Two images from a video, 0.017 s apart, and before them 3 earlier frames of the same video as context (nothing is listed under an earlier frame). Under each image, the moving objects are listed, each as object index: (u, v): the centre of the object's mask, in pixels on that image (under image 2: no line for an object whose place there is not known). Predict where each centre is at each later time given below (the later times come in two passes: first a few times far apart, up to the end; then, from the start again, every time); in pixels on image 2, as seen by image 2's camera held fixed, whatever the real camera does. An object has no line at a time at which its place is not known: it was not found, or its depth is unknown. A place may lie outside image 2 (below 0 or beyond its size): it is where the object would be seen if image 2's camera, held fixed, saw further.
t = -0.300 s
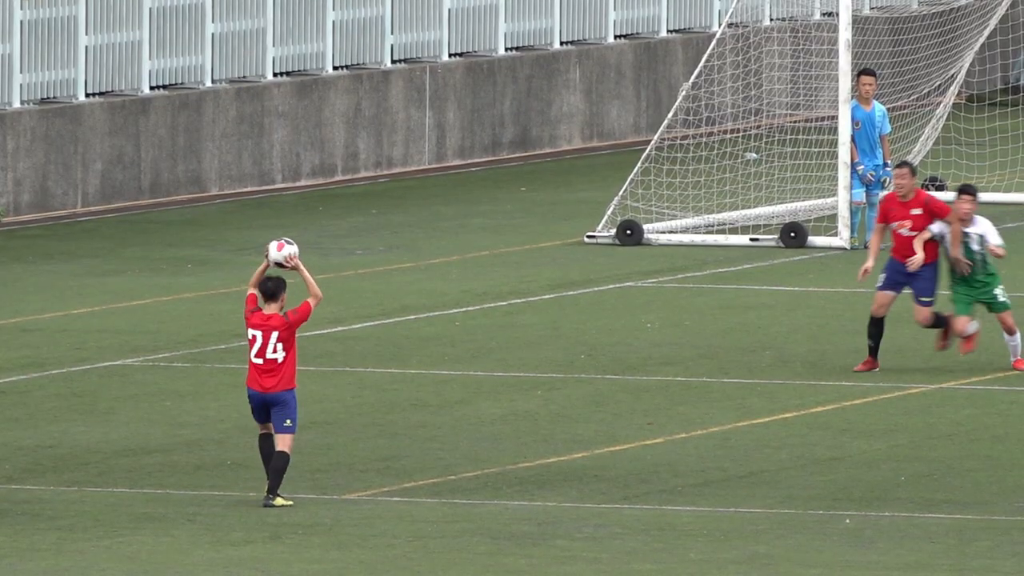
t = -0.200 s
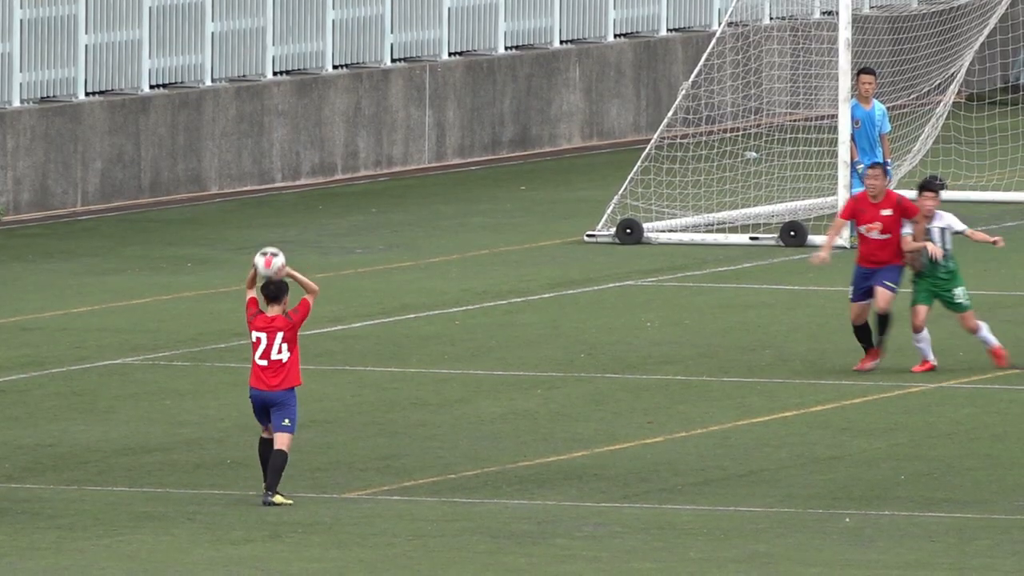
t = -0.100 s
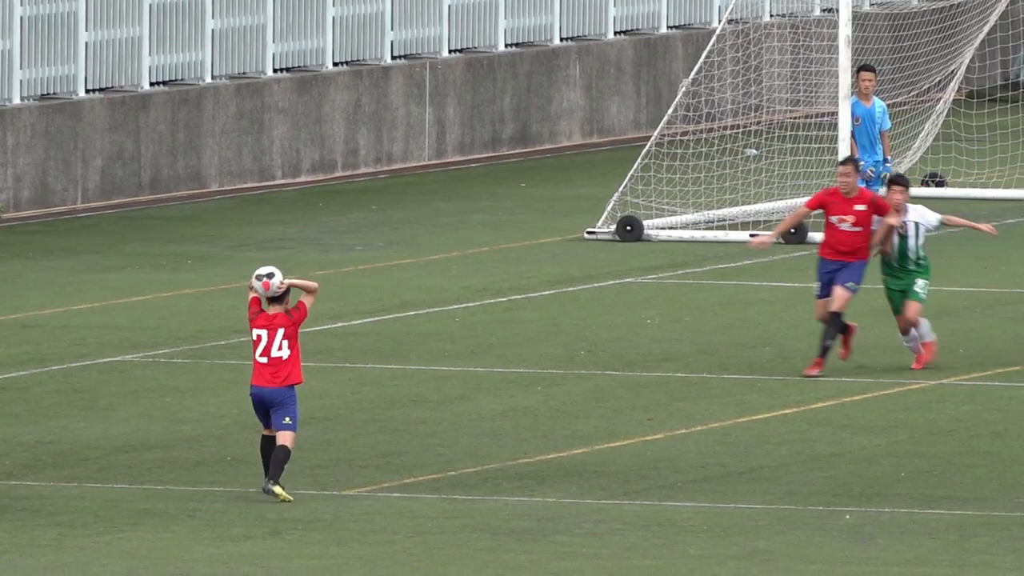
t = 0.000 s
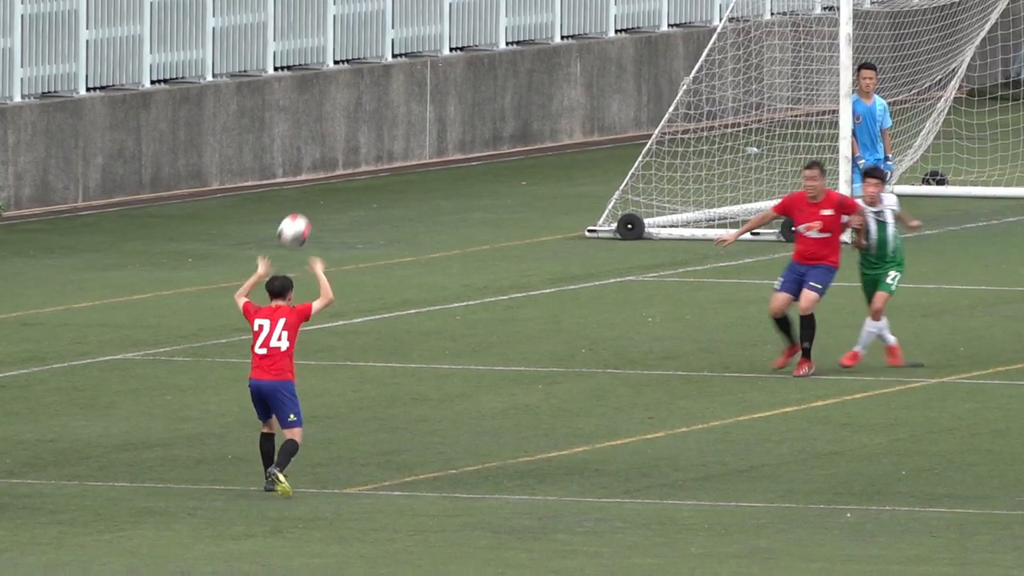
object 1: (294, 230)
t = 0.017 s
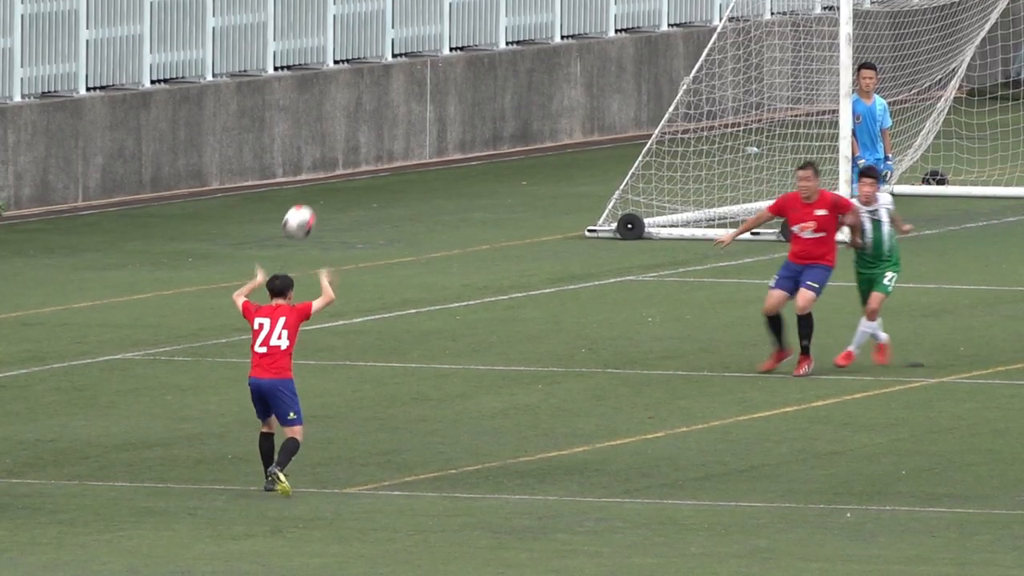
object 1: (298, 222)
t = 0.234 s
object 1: (367, 143)
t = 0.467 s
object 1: (438, 135)
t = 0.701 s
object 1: (501, 195)
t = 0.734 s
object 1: (510, 210)
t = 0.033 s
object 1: (304, 213)
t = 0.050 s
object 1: (310, 205)
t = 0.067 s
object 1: (316, 196)
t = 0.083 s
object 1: (320, 190)
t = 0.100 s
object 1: (325, 184)
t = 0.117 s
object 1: (330, 177)
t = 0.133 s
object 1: (335, 171)
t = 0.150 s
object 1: (341, 165)
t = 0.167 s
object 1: (346, 160)
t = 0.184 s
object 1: (351, 156)
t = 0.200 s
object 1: (357, 151)
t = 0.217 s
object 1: (362, 146)
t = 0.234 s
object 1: (367, 143)
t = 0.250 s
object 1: (372, 141)
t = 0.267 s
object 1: (377, 138)
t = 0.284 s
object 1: (382, 136)
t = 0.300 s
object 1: (387, 133)
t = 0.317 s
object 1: (392, 133)
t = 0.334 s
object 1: (397, 131)
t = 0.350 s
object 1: (403, 130)
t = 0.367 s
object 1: (408, 129)
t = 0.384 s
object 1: (413, 130)
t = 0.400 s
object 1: (418, 130)
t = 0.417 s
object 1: (423, 131)
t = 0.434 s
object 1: (428, 132)
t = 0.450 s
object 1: (433, 134)
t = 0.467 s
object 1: (438, 135)
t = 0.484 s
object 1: (443, 137)
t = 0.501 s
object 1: (447, 139)
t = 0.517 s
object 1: (452, 141)
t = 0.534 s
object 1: (457, 144)
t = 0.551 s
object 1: (462, 149)
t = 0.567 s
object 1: (467, 153)
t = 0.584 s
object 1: (471, 157)
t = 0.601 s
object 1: (475, 161)
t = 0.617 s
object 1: (480, 166)
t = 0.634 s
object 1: (484, 171)
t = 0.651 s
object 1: (488, 177)
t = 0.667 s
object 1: (493, 183)
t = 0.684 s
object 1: (497, 189)
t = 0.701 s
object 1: (501, 195)
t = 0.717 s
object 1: (506, 203)
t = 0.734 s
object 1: (510, 210)
